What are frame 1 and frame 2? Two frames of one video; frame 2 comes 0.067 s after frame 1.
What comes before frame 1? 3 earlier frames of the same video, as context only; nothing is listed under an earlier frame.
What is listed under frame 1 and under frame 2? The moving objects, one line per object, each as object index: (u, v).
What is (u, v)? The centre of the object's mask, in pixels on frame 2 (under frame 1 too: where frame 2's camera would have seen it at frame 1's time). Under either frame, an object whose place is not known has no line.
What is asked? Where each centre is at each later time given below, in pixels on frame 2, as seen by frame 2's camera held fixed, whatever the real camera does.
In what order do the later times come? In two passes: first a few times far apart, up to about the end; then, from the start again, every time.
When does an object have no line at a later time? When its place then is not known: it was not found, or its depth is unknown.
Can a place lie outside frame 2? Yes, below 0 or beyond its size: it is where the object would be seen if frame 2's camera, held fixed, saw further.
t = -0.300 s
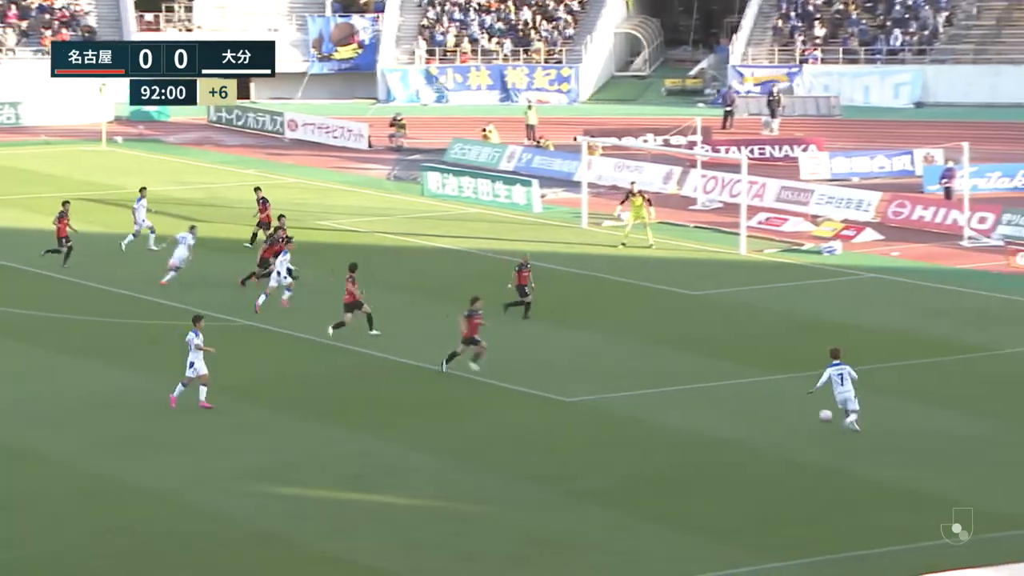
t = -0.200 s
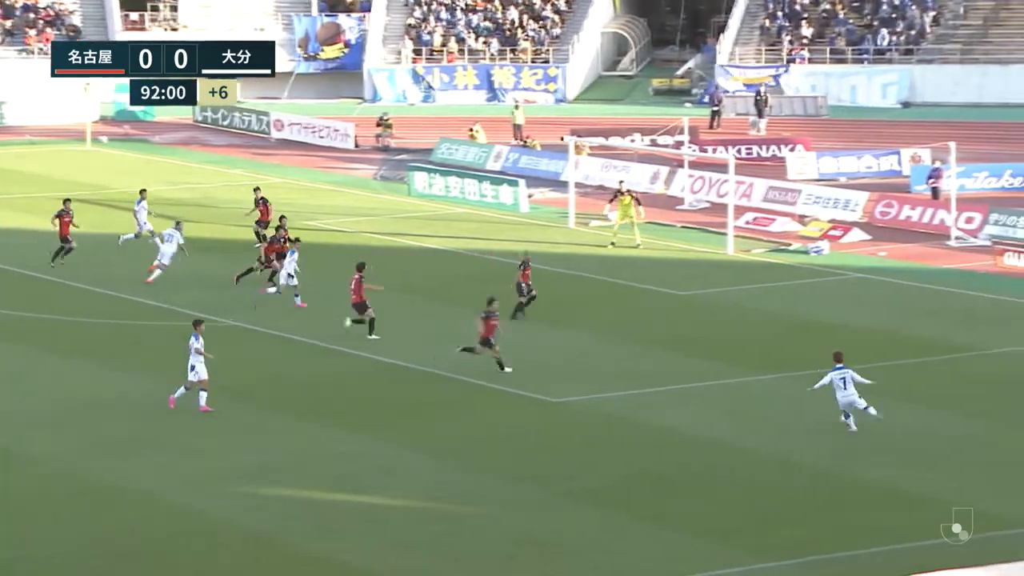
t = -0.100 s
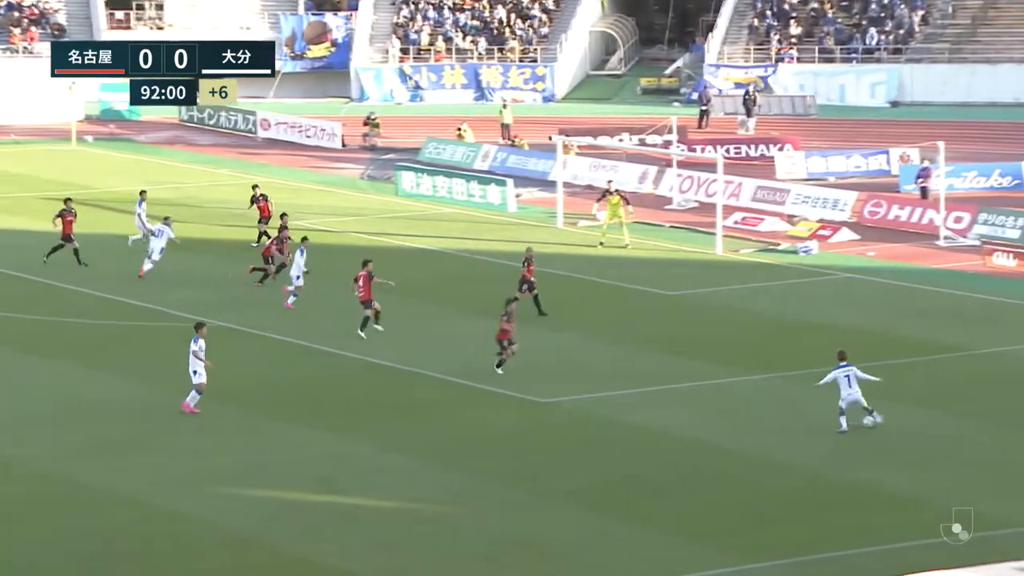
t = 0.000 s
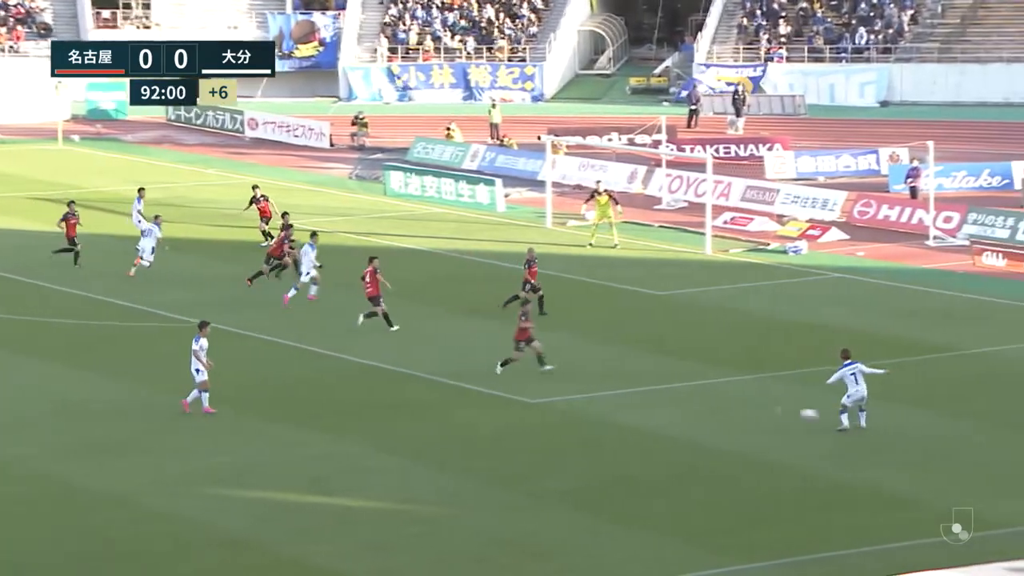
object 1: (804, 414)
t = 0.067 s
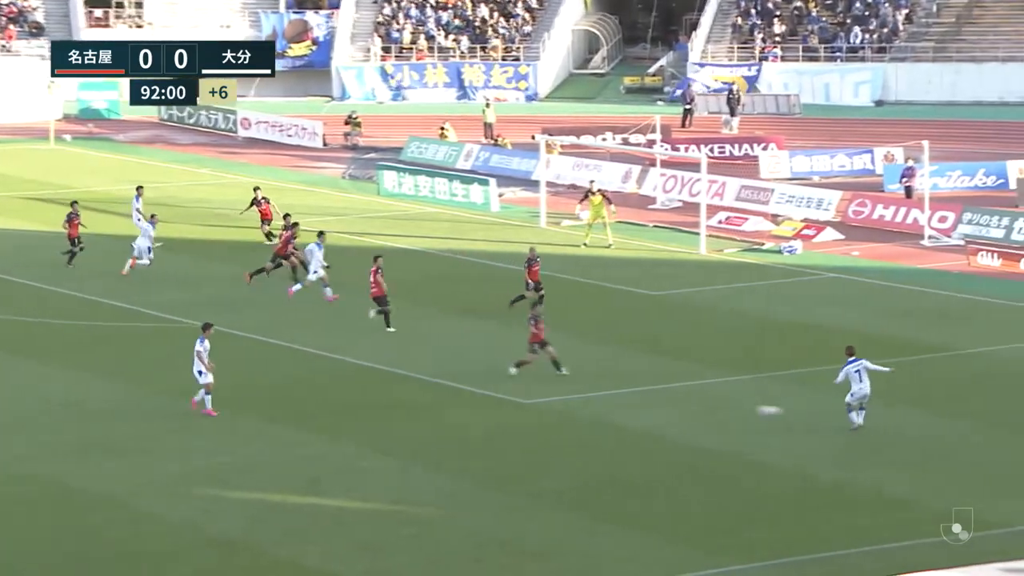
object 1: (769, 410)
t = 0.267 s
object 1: (670, 412)
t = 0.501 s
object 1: (568, 411)
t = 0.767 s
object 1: (474, 412)
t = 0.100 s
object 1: (752, 409)
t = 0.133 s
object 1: (734, 408)
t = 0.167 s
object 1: (718, 408)
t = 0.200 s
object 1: (701, 409)
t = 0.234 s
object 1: (685, 410)
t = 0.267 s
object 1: (670, 412)
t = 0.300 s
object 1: (652, 415)
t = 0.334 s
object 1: (636, 414)
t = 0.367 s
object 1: (623, 413)
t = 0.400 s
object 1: (609, 411)
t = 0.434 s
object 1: (595, 411)
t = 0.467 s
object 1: (582, 410)
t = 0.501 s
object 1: (568, 411)
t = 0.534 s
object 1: (555, 412)
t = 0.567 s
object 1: (542, 413)
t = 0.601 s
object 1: (530, 413)
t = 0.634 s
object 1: (518, 412)
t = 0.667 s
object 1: (508, 411)
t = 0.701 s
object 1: (495, 411)
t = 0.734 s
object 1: (484, 411)
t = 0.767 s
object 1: (474, 412)
